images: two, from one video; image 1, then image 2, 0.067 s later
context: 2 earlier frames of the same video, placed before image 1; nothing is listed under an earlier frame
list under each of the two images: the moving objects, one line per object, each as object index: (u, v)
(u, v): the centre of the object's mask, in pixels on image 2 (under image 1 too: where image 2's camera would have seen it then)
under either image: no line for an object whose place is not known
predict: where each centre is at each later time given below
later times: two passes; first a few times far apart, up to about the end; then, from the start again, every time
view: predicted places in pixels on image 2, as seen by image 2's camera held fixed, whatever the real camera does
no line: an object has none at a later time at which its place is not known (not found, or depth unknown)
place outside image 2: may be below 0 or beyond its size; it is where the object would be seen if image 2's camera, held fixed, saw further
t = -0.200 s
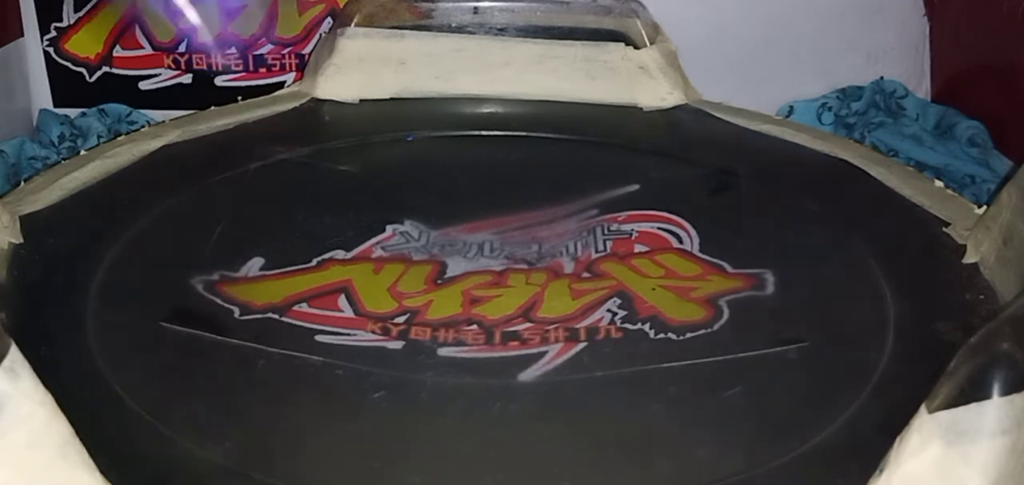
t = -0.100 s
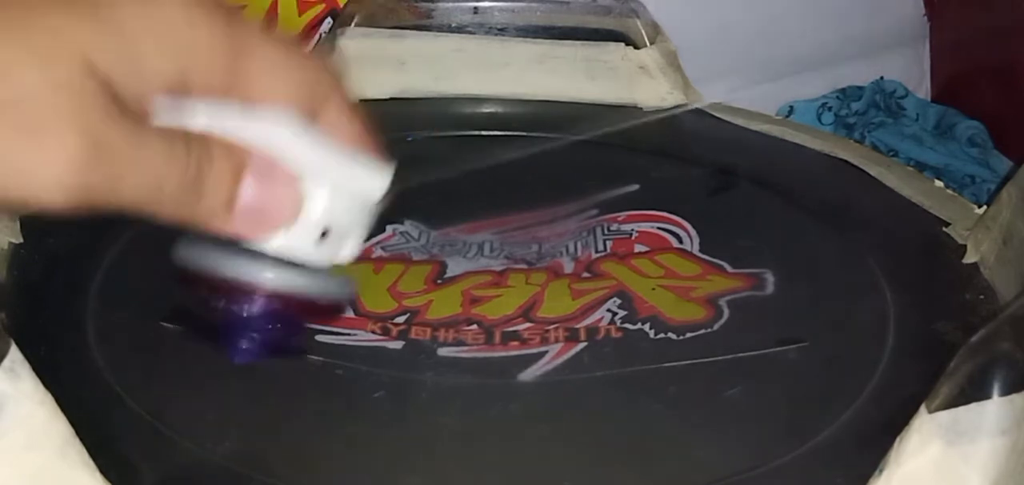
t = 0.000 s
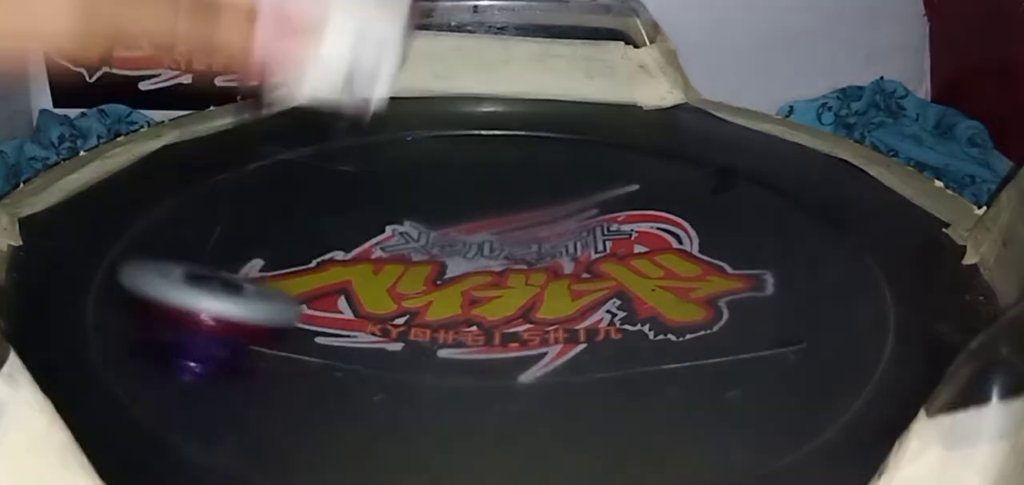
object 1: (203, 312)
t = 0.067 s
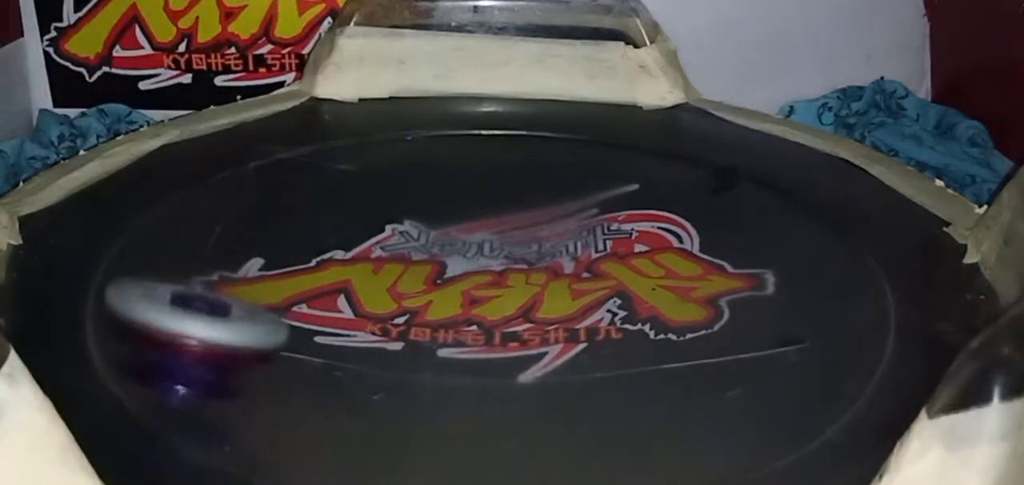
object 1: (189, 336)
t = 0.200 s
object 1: (229, 312)
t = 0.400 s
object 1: (368, 231)
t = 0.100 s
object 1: (193, 336)
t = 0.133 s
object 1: (201, 328)
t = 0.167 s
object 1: (213, 321)
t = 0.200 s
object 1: (229, 312)
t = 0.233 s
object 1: (244, 300)
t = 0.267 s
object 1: (262, 289)
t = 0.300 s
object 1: (288, 274)
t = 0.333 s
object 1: (313, 258)
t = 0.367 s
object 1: (338, 244)
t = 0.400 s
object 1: (368, 231)
